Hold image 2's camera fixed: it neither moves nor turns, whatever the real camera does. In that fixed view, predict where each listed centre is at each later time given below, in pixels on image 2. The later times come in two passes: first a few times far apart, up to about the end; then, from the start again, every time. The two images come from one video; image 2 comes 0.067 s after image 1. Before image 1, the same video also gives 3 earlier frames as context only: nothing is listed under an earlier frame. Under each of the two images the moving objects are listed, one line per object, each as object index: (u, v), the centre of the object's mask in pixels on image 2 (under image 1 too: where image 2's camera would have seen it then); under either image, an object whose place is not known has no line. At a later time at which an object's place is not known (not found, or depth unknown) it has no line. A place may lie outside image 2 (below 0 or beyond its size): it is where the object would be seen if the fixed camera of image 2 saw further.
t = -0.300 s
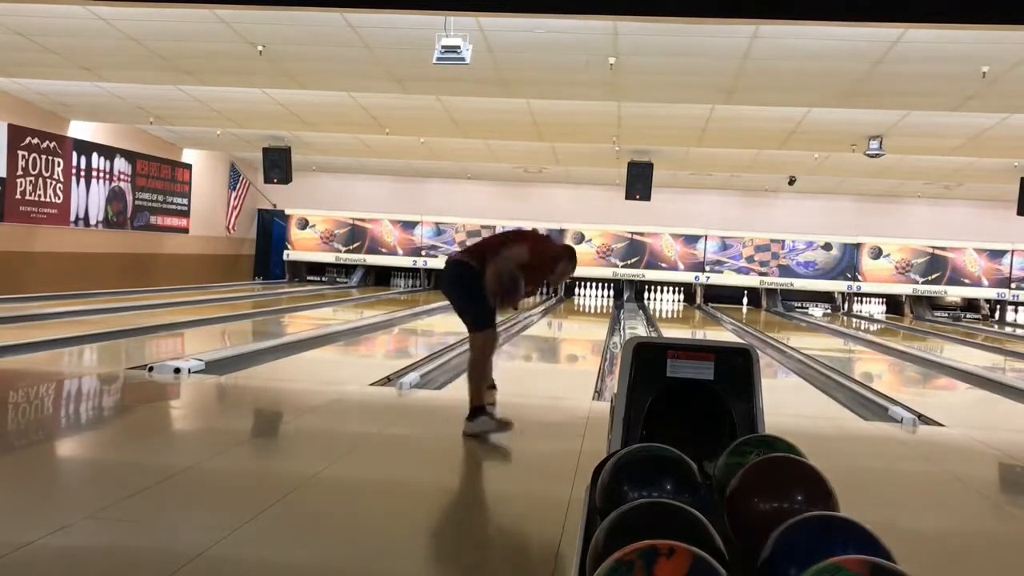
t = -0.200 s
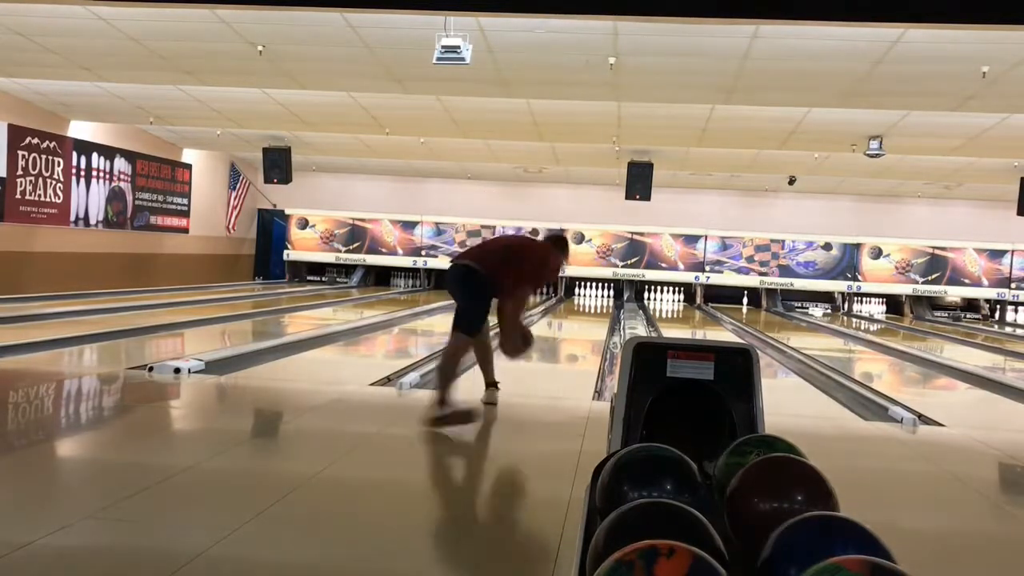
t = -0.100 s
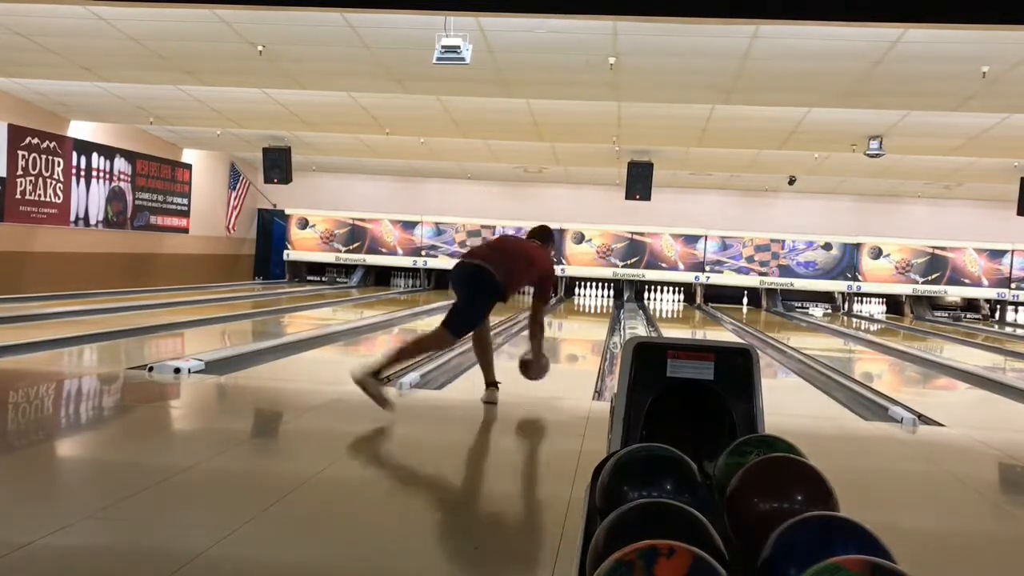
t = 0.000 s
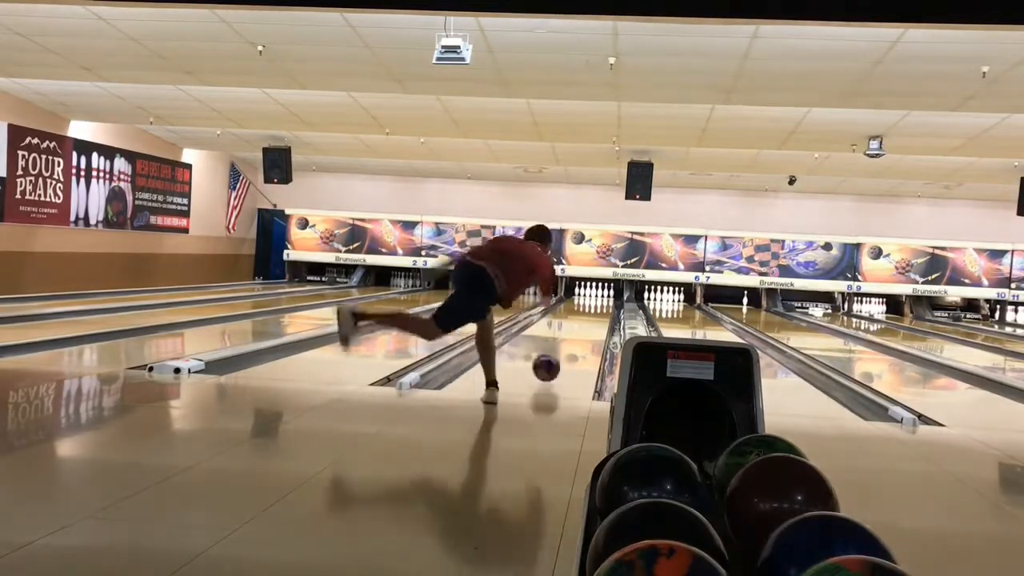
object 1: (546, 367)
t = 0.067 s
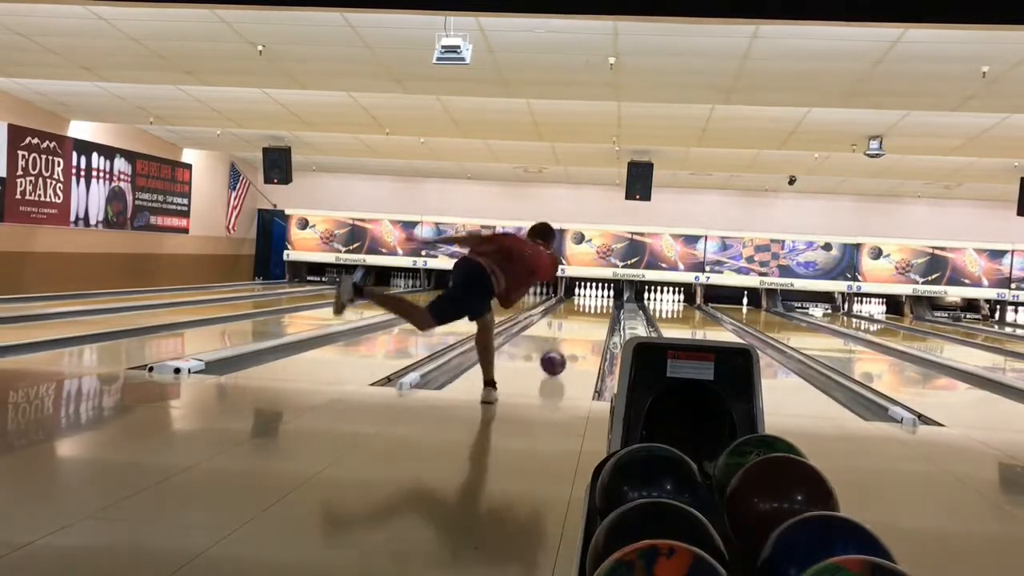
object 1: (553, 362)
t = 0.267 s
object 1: (569, 345)
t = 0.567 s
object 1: (584, 329)
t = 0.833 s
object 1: (592, 319)
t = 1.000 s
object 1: (596, 314)
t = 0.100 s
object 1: (556, 359)
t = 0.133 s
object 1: (559, 356)
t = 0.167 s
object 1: (562, 353)
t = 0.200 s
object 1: (564, 351)
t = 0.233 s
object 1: (567, 348)
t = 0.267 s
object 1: (569, 345)
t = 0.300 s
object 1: (571, 343)
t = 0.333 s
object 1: (573, 341)
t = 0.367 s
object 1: (575, 339)
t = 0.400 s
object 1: (577, 337)
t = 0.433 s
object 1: (578, 335)
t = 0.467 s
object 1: (580, 333)
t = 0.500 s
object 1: (581, 332)
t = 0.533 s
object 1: (583, 330)
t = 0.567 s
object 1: (584, 329)
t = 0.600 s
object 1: (585, 328)
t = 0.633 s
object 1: (586, 326)
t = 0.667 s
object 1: (588, 325)
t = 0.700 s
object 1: (589, 323)
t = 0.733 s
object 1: (590, 322)
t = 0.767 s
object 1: (591, 321)
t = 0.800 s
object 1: (592, 320)
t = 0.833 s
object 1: (592, 319)
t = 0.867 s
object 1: (593, 318)
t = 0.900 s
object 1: (594, 317)
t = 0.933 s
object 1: (595, 316)
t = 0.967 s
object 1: (595, 315)
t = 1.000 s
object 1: (596, 314)
